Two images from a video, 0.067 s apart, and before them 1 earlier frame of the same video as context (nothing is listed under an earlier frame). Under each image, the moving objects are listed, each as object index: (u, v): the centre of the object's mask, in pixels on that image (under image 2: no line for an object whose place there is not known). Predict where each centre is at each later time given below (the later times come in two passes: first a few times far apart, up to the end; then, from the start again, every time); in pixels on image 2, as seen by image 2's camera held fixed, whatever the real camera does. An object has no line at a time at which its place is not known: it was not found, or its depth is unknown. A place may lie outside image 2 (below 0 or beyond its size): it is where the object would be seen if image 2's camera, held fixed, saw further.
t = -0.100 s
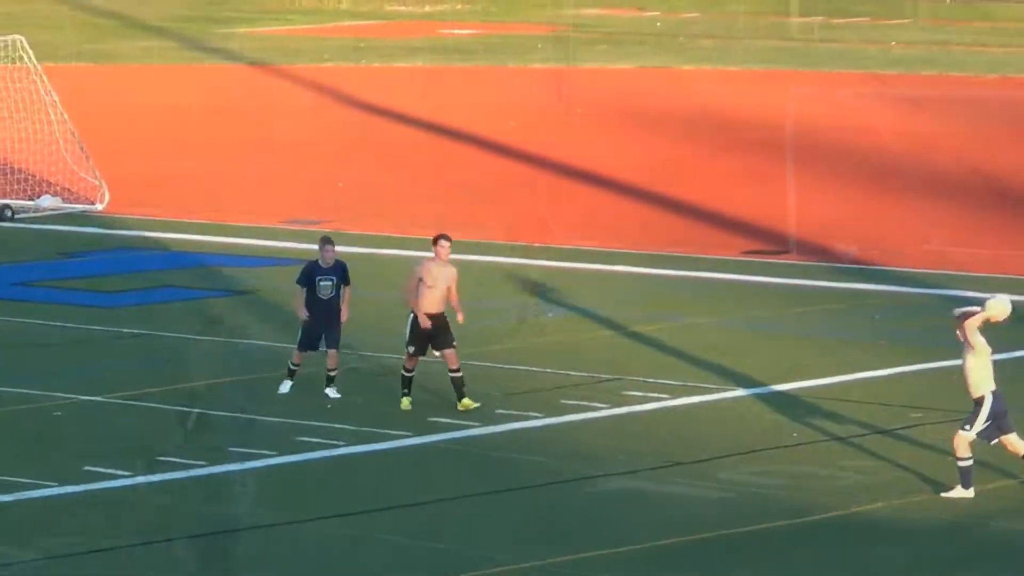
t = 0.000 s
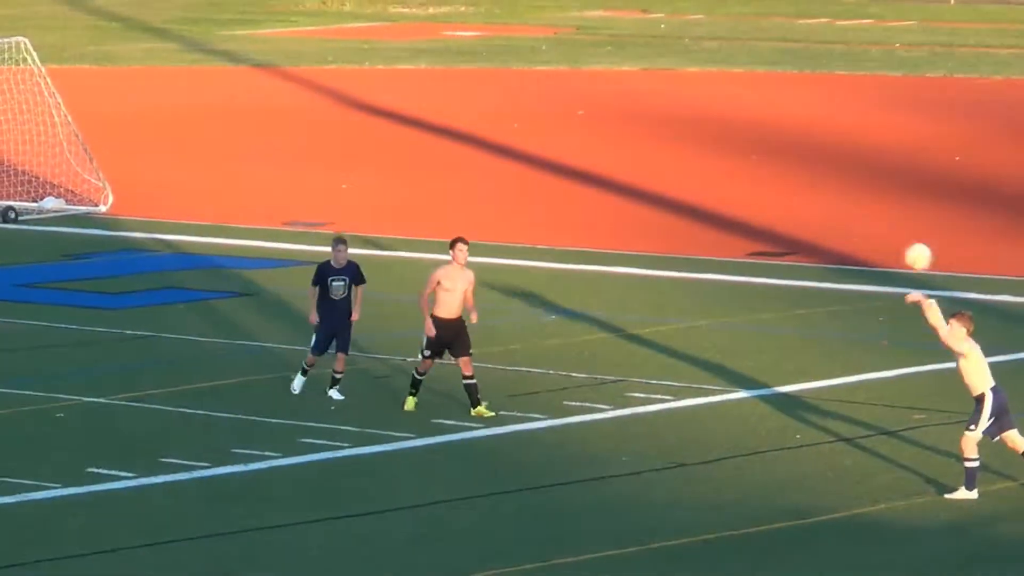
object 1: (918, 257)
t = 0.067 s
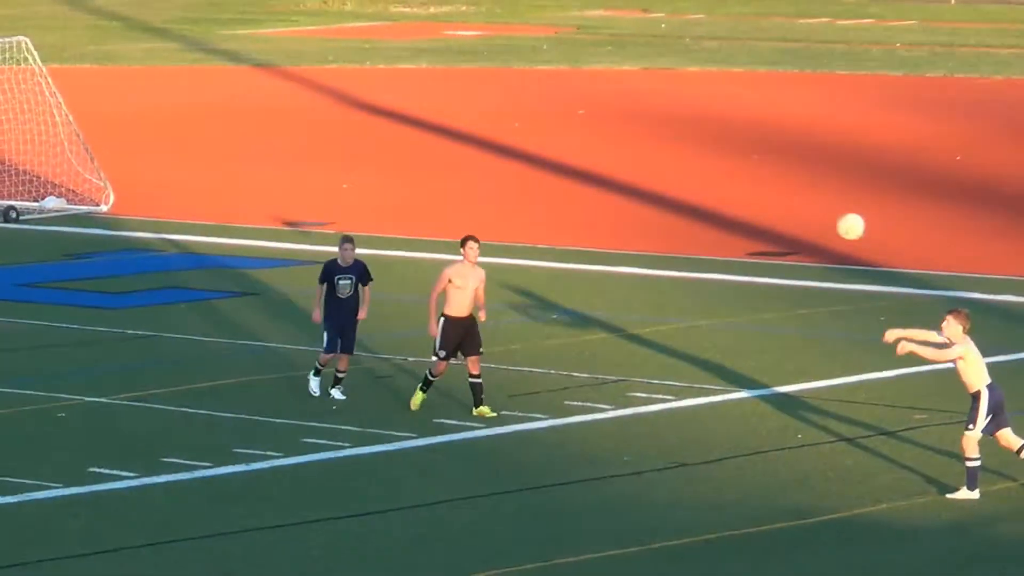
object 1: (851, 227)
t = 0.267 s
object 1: (647, 169)
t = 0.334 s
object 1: (579, 162)
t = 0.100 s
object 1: (816, 213)
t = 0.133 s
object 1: (782, 202)
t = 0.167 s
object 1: (748, 192)
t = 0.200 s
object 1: (714, 183)
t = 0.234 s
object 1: (680, 175)
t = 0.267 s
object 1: (647, 169)
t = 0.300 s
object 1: (613, 165)
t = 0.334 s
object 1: (579, 162)
